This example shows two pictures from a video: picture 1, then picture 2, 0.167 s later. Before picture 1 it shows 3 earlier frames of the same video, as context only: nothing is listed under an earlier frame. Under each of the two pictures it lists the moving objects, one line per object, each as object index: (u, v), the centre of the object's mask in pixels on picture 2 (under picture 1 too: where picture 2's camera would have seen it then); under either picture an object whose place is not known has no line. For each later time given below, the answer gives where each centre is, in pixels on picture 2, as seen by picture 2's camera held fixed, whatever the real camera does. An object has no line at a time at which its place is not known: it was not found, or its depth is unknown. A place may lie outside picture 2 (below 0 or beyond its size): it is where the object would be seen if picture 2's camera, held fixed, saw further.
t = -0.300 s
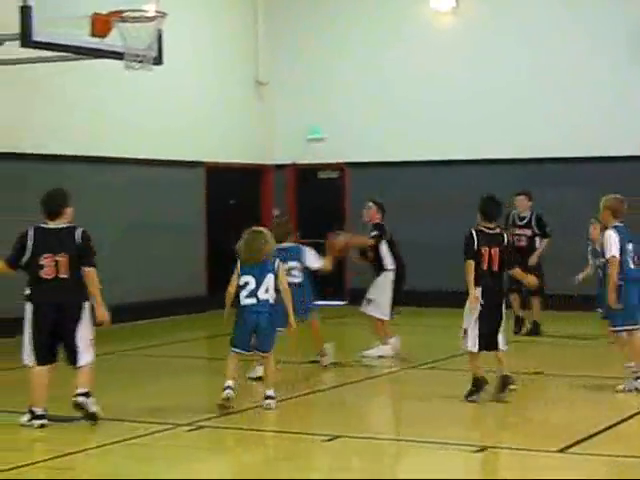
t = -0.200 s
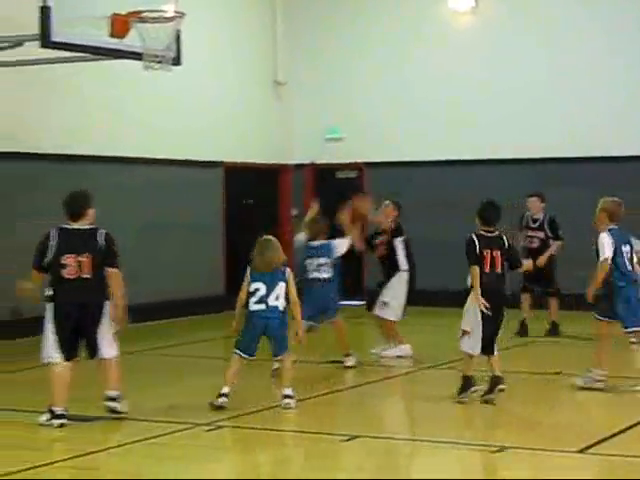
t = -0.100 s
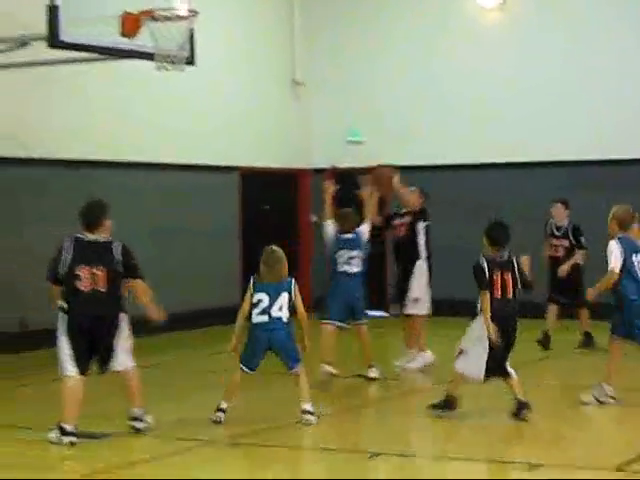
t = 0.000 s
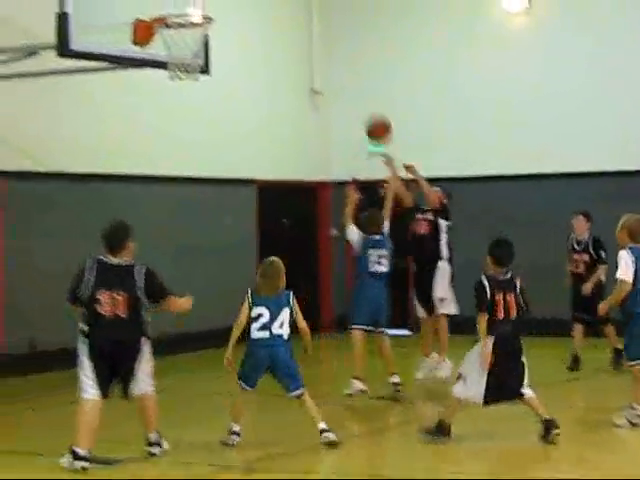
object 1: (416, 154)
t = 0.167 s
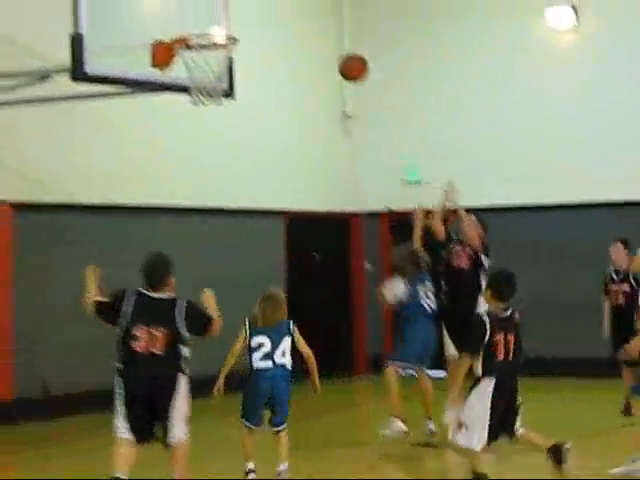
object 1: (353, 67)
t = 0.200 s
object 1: (340, 53)
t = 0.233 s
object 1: (328, 41)
